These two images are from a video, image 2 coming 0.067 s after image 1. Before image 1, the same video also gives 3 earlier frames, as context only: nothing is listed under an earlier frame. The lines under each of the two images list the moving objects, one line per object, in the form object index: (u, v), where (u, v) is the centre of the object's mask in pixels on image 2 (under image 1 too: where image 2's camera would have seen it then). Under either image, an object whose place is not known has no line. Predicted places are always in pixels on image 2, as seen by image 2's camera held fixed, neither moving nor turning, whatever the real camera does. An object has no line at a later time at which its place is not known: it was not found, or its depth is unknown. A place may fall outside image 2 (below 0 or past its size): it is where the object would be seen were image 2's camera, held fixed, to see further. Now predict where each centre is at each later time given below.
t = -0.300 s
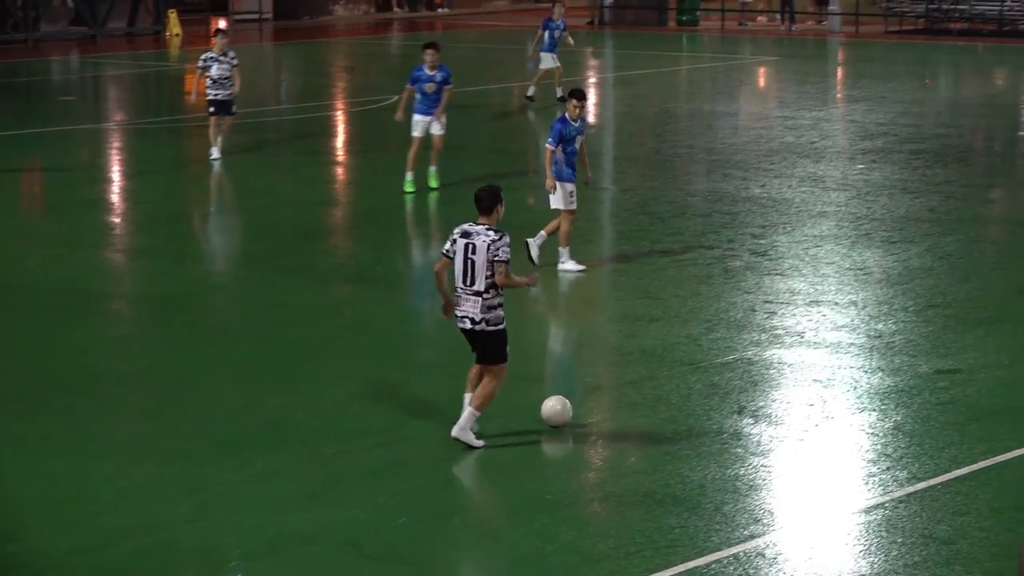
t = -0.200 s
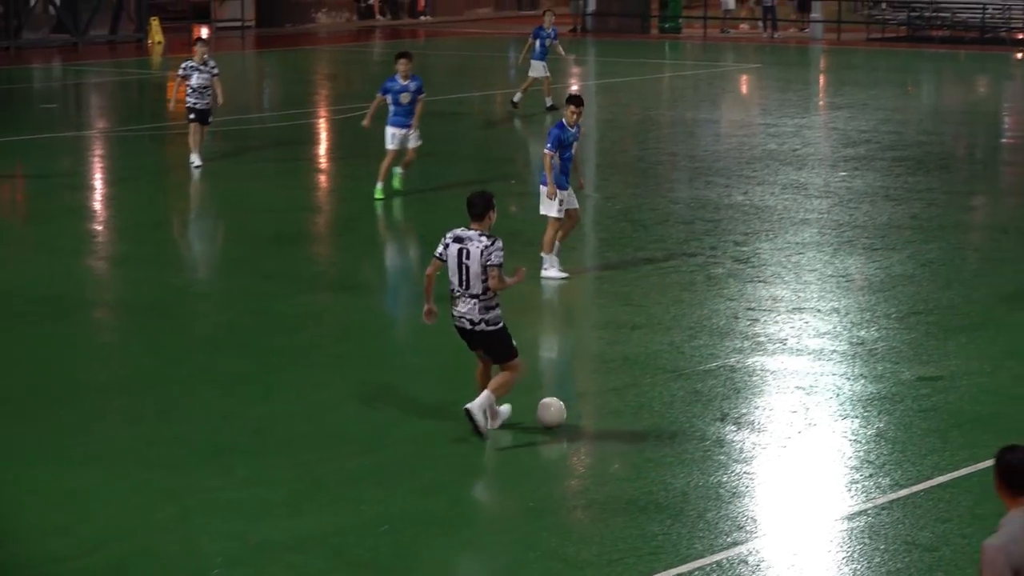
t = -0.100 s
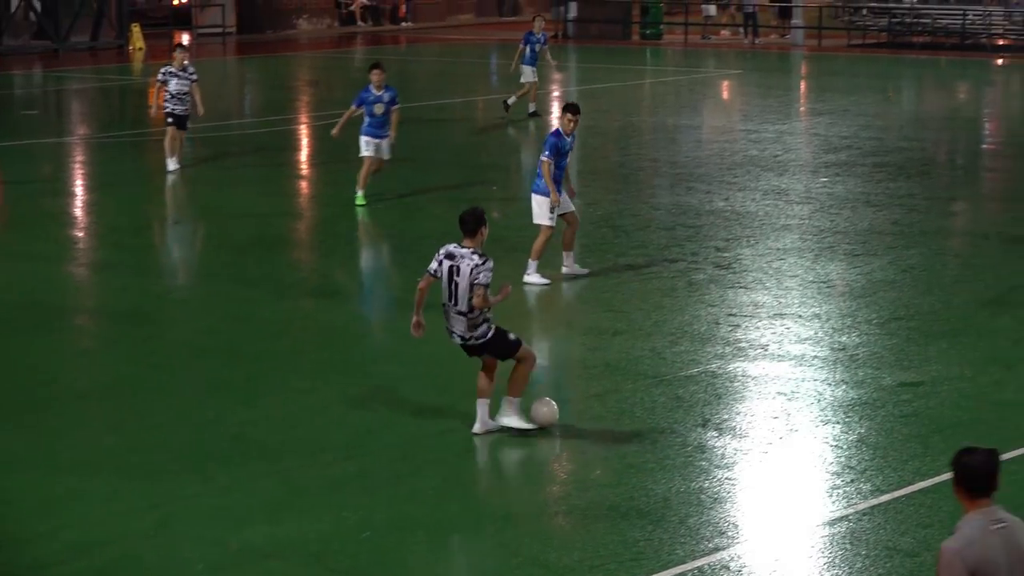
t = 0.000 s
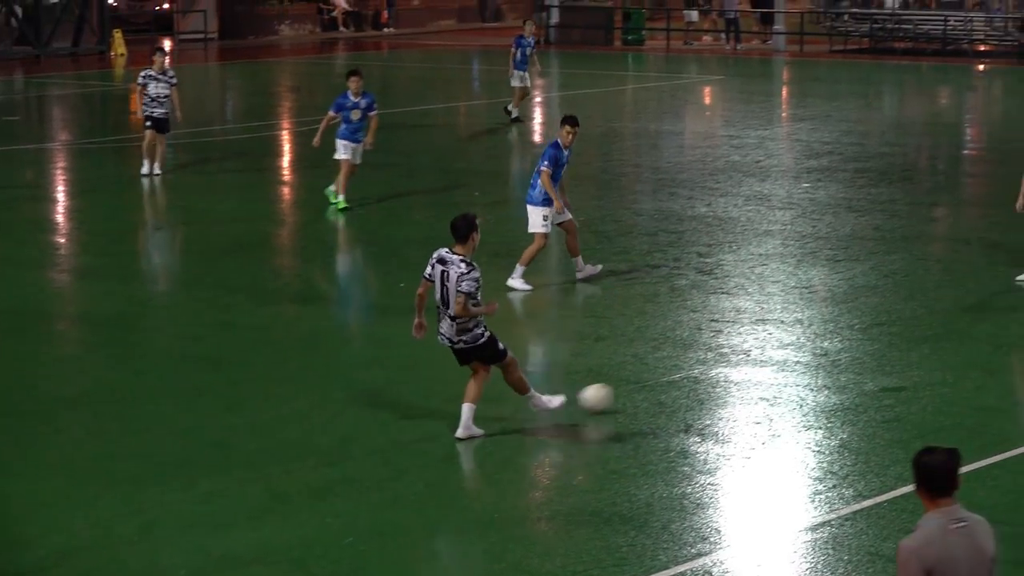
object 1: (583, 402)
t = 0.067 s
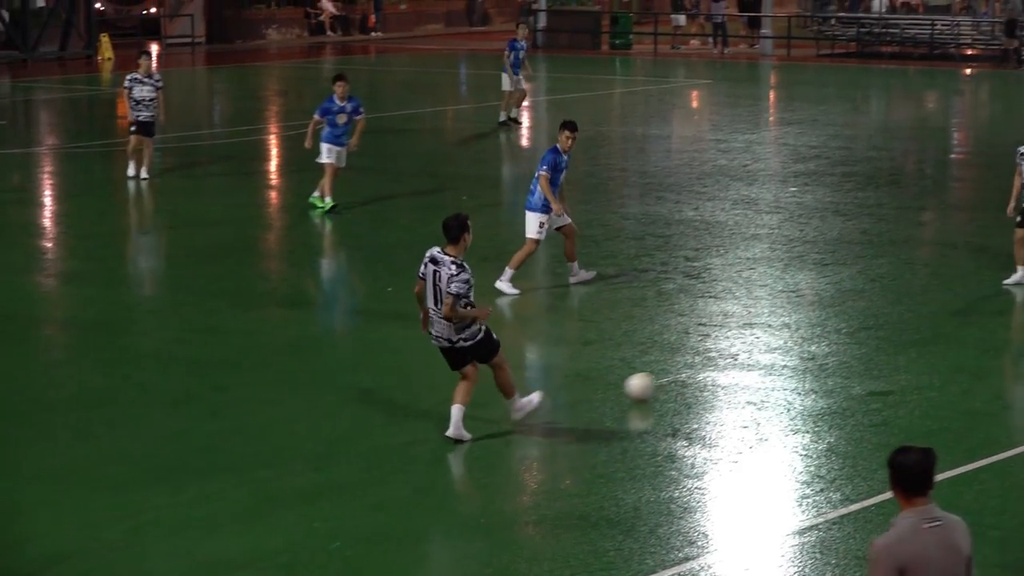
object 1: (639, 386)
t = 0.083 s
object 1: (653, 383)
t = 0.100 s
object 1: (665, 380)
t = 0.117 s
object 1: (679, 376)
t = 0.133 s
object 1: (690, 373)
